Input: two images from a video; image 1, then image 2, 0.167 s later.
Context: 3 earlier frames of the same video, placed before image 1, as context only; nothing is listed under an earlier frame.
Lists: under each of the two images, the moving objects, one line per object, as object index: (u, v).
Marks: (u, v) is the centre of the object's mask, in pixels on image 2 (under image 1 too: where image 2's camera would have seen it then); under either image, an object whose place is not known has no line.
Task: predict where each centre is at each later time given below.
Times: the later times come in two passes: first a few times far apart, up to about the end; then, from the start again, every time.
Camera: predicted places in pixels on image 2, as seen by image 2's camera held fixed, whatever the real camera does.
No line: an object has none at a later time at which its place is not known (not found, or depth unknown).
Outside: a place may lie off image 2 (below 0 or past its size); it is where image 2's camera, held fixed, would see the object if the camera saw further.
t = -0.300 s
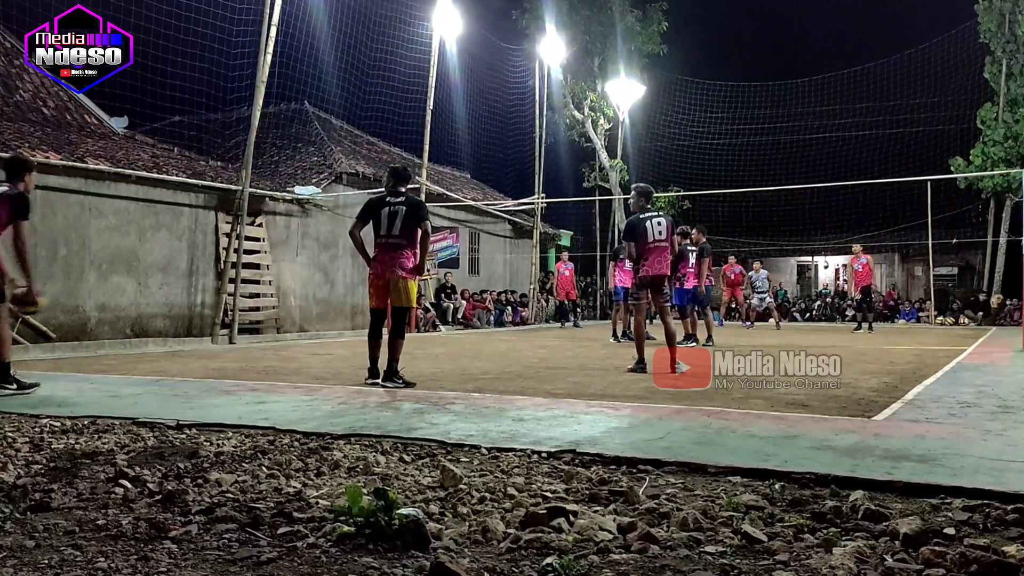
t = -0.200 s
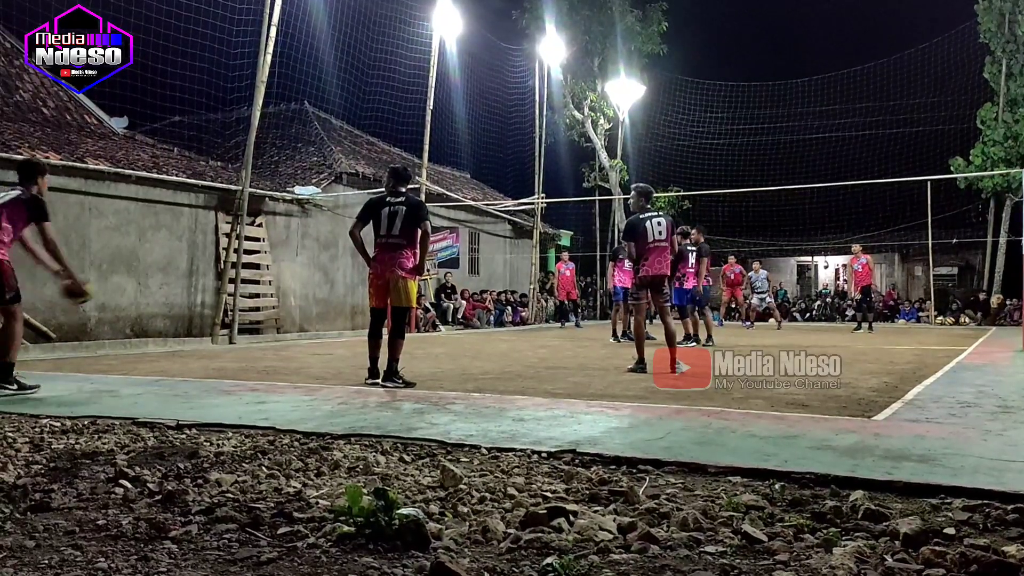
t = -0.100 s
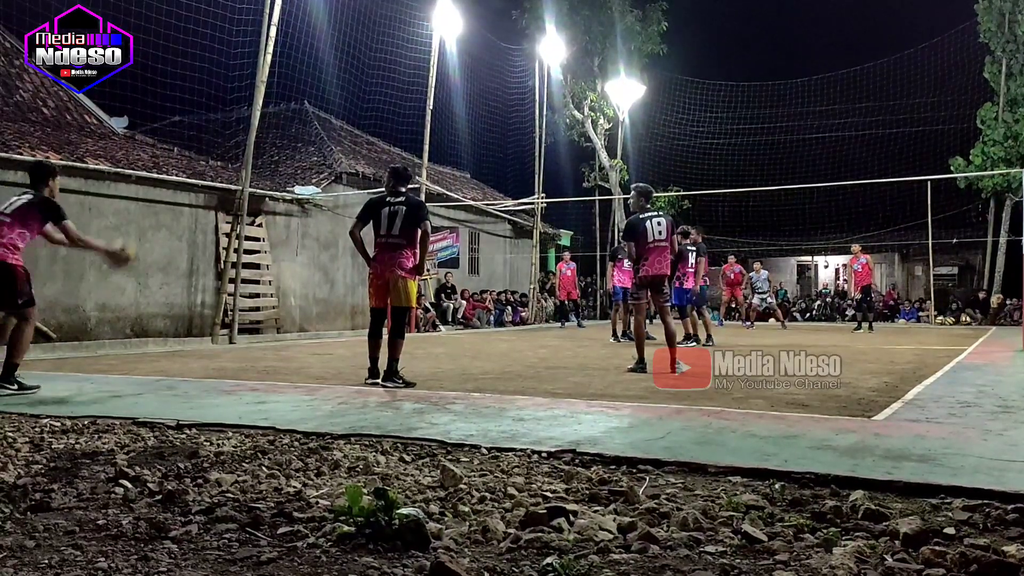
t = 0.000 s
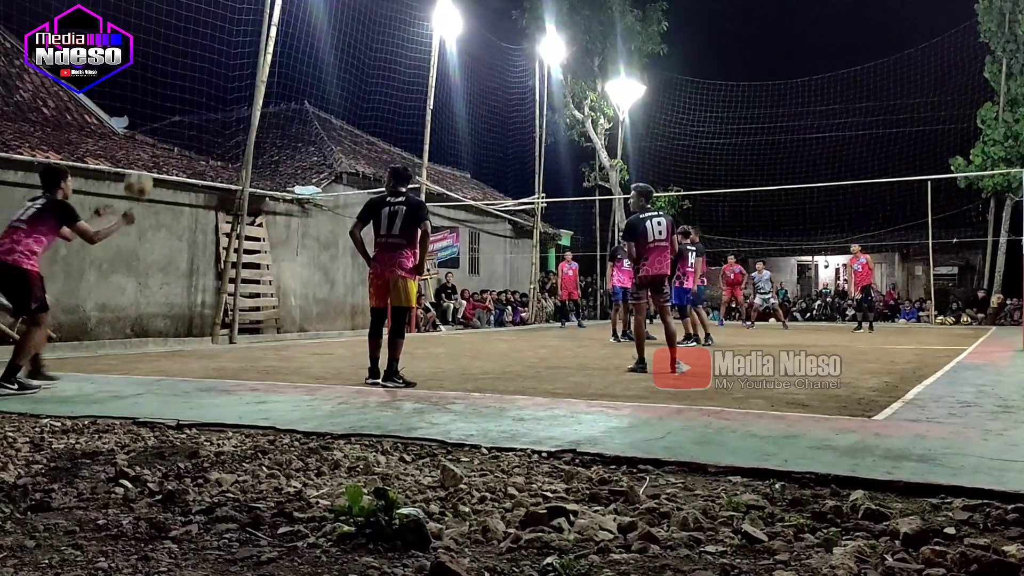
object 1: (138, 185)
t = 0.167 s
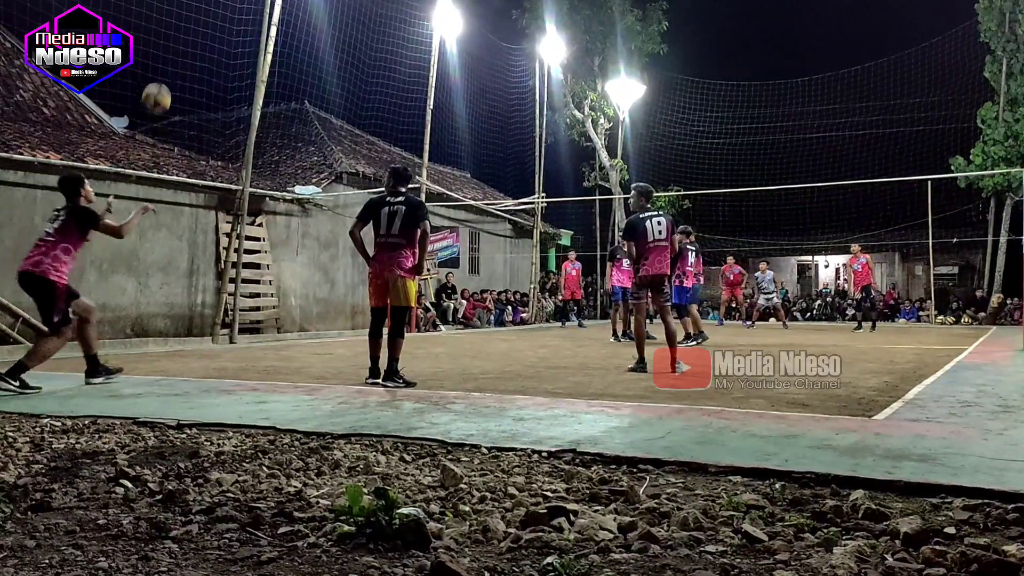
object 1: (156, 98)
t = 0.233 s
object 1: (163, 74)
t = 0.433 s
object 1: (183, 36)
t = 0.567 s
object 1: (195, 37)
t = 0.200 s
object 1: (160, 85)
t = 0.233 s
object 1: (163, 74)
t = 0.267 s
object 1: (166, 65)
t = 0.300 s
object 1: (170, 56)
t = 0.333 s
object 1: (173, 49)
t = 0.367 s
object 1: (176, 43)
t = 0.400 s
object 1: (180, 39)
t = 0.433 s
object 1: (183, 36)
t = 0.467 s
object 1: (186, 35)
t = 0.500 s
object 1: (189, 34)
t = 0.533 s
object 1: (192, 35)
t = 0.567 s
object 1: (195, 37)
